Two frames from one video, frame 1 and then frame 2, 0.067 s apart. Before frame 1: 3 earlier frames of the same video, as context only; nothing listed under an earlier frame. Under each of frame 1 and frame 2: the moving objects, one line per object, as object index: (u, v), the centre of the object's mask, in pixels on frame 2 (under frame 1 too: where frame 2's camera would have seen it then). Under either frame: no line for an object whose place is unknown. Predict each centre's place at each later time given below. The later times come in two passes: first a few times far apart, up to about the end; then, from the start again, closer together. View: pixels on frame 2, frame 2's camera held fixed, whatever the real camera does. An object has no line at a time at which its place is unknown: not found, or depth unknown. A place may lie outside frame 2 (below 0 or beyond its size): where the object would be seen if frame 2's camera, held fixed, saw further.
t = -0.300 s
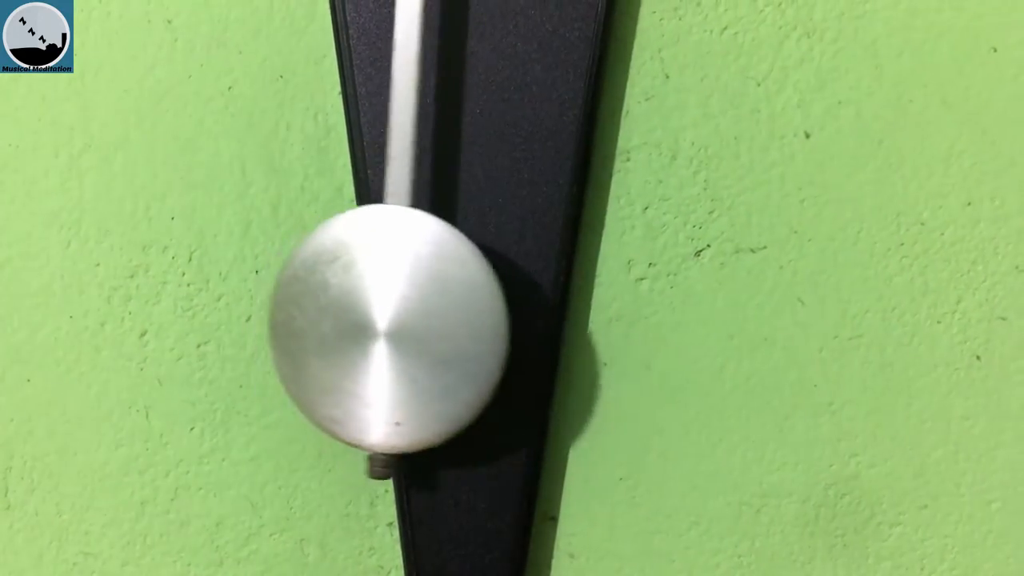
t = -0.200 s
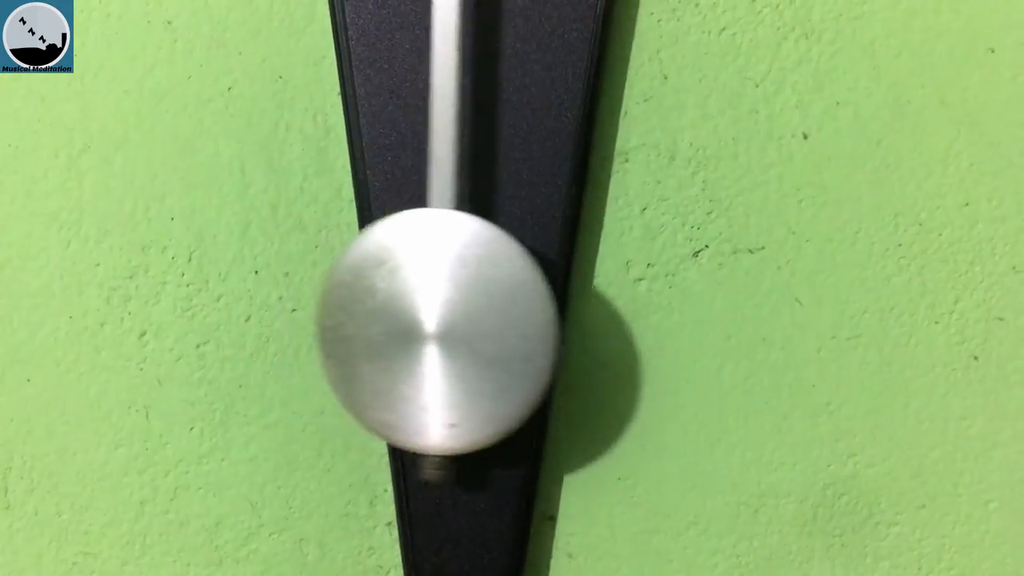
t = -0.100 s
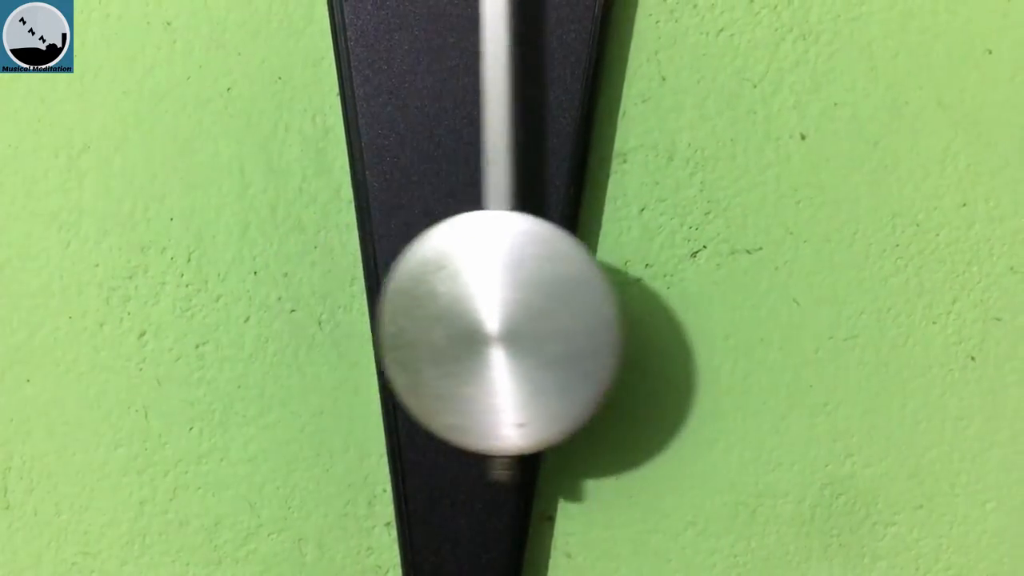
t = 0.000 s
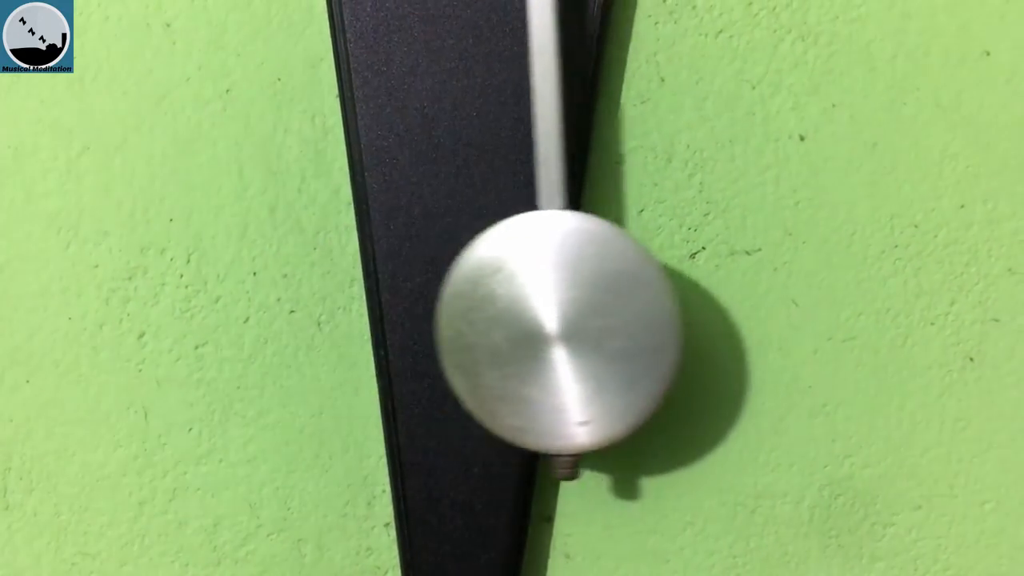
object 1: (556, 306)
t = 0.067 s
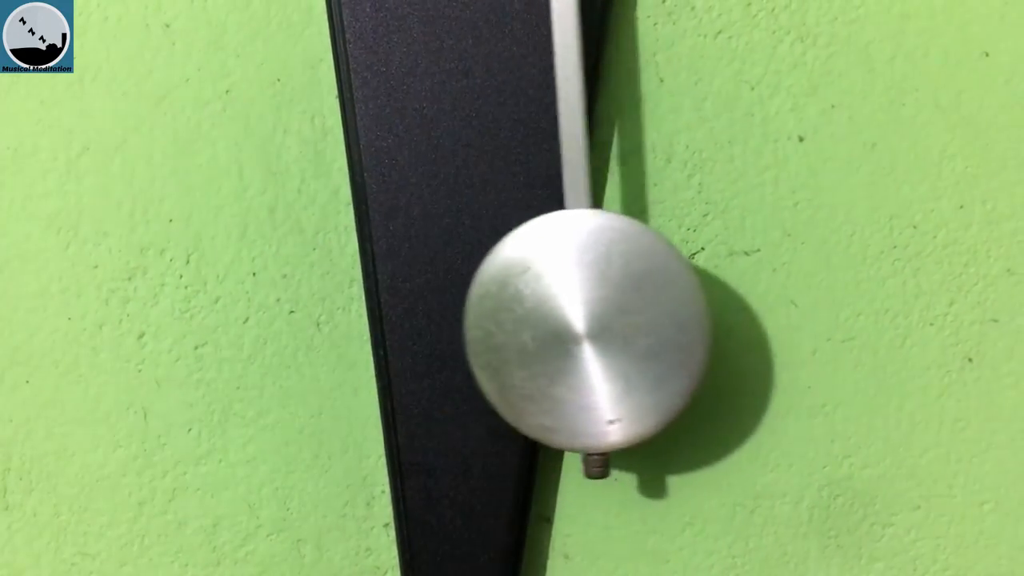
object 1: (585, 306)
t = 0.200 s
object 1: (602, 307)
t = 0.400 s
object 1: (522, 305)
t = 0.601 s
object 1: (401, 307)
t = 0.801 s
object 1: (361, 307)
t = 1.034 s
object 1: (468, 307)
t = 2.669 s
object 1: (556, 308)
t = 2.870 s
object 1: (441, 306)
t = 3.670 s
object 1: (602, 307)
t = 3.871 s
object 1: (544, 306)
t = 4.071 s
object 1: (424, 307)
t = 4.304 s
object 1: (364, 309)
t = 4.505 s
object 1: (445, 309)
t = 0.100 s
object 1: (595, 306)
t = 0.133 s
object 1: (601, 306)
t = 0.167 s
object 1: (603, 307)
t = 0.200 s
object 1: (602, 307)
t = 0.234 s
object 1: (596, 307)
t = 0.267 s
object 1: (587, 307)
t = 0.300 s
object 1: (575, 307)
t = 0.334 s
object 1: (559, 307)
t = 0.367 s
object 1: (541, 306)
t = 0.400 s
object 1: (522, 305)
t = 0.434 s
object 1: (500, 306)
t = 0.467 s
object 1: (480, 306)
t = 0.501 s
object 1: (459, 306)
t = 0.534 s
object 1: (439, 304)
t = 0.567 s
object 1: (419, 307)
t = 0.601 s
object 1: (401, 307)
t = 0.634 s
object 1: (386, 307)
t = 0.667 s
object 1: (374, 307)
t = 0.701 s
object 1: (365, 307)
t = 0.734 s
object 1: (359, 307)
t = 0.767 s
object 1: (358, 307)
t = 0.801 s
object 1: (361, 307)
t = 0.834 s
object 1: (367, 307)
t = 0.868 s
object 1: (377, 308)
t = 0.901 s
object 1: (391, 308)
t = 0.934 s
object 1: (408, 308)
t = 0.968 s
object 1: (427, 308)
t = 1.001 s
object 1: (447, 306)
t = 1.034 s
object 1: (468, 307)
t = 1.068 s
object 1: (489, 308)
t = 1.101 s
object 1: (509, 308)
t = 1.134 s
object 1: (531, 308)
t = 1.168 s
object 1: (550, 308)
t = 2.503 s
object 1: (596, 311)
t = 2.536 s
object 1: (595, 311)
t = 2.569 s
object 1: (591, 310)
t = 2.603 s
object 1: (582, 310)
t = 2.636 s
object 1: (570, 309)
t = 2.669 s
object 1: (556, 308)
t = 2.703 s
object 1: (539, 307)
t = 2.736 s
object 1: (521, 307)
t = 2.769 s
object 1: (501, 307)
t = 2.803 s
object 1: (481, 307)
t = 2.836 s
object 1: (461, 306)
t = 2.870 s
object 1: (441, 306)
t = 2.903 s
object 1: (423, 305)
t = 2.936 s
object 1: (406, 305)
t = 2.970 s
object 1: (391, 306)
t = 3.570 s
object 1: (582, 308)
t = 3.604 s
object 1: (592, 307)
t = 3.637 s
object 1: (599, 307)
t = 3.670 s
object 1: (602, 307)
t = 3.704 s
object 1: (601, 306)
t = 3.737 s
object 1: (596, 306)
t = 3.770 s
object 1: (588, 306)
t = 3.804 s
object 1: (576, 306)
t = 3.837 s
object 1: (561, 306)
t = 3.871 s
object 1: (544, 306)
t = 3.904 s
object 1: (525, 306)
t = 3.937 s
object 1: (505, 306)
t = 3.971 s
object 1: (485, 307)
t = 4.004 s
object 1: (464, 305)
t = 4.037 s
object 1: (444, 306)
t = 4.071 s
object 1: (424, 307)
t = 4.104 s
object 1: (407, 308)
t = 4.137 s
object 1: (391, 308)
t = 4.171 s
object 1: (379, 308)
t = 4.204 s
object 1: (370, 308)
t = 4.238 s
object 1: (364, 309)
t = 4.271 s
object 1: (362, 309)
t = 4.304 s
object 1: (364, 309)
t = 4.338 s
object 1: (370, 310)
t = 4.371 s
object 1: (379, 309)
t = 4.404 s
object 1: (392, 309)
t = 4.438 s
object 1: (408, 309)
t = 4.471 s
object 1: (425, 310)
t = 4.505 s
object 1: (445, 309)
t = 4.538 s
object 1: (465, 307)
